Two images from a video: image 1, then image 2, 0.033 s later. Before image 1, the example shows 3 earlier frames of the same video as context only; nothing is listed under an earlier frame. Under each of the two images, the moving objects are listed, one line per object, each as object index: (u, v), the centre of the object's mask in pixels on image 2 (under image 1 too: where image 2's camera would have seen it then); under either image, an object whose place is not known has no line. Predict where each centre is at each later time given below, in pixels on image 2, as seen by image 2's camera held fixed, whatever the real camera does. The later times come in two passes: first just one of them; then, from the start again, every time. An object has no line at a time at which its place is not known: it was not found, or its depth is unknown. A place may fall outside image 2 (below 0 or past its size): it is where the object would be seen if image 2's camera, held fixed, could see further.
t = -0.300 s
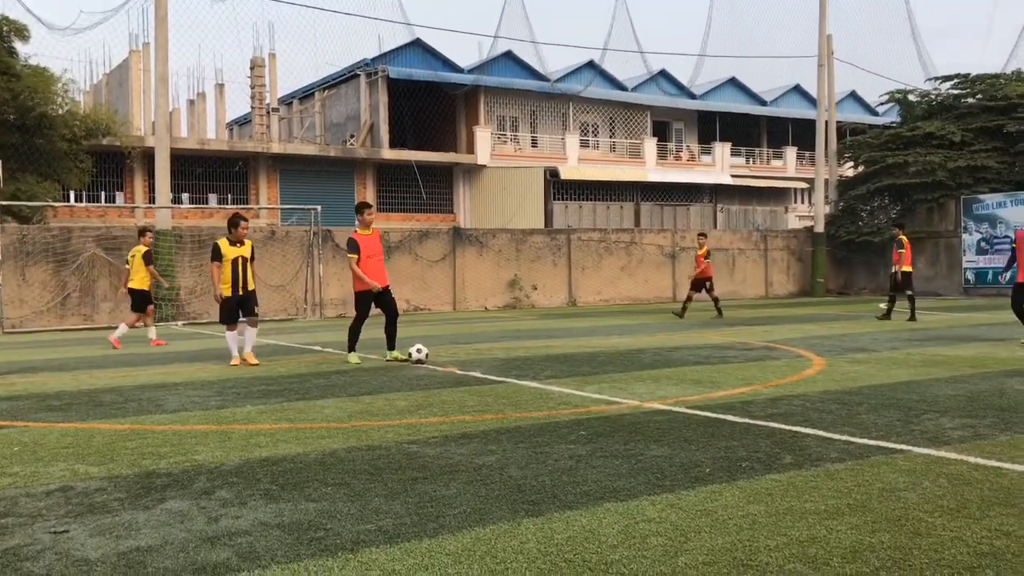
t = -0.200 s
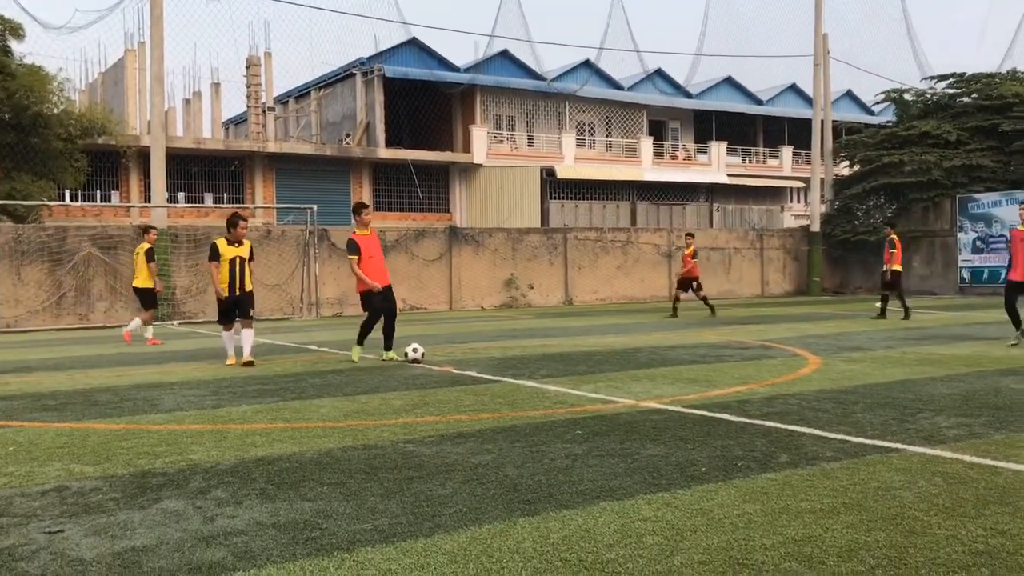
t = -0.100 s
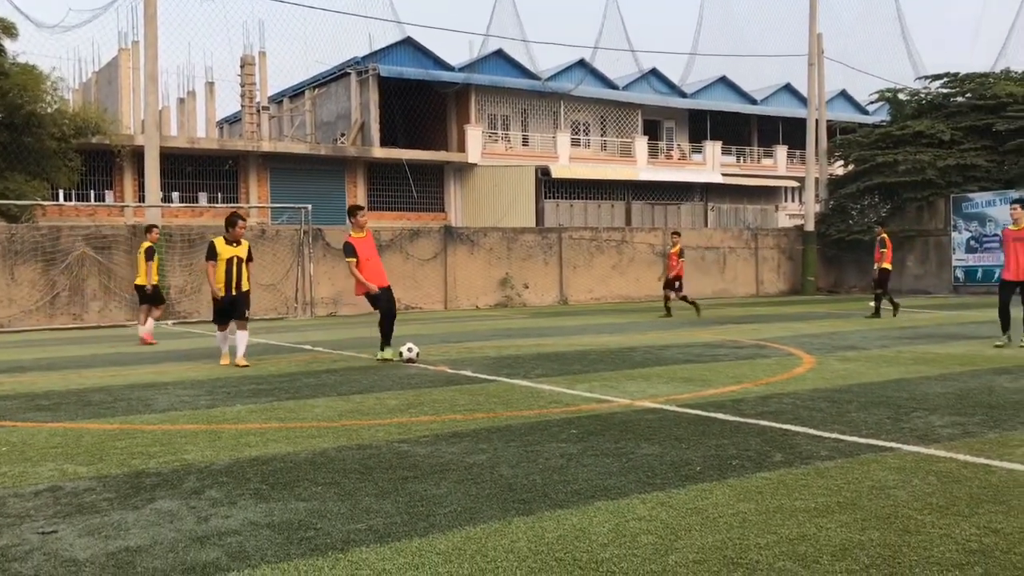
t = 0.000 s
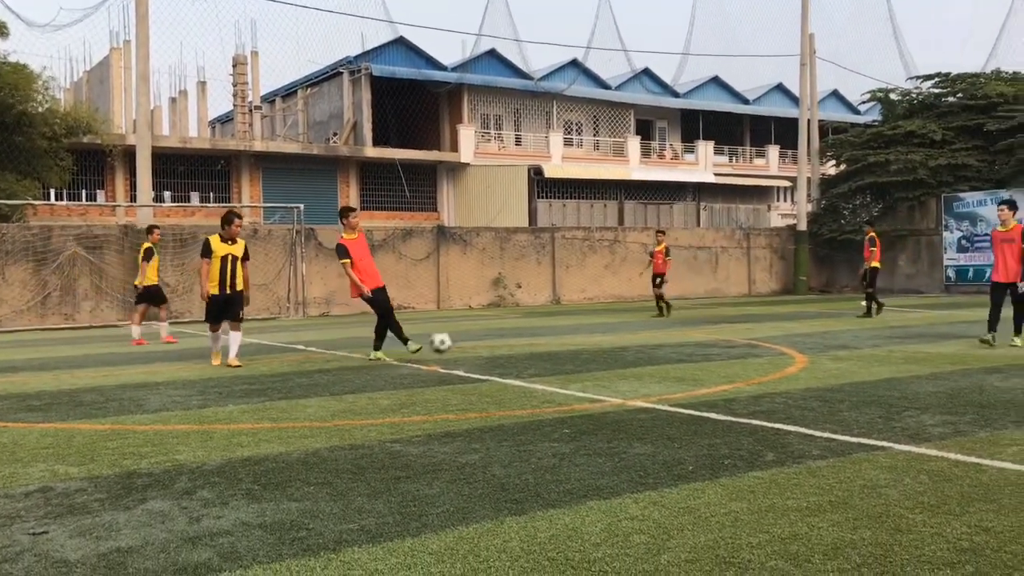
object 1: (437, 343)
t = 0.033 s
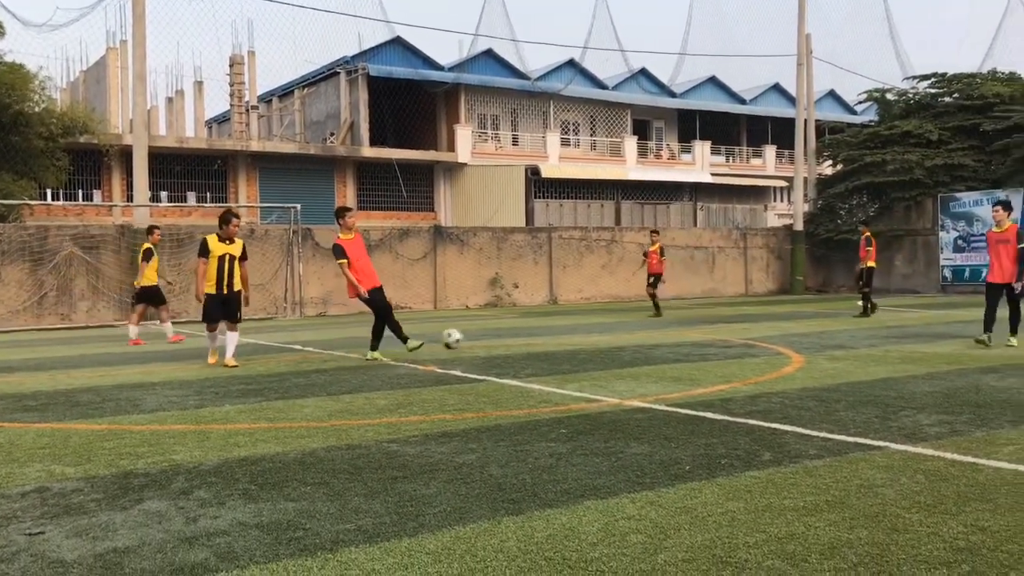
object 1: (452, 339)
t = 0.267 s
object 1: (553, 341)
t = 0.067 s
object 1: (467, 336)
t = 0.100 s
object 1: (481, 334)
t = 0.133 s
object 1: (494, 333)
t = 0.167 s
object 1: (509, 333)
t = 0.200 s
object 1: (523, 335)
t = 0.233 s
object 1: (538, 337)
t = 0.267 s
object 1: (553, 341)
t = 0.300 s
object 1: (567, 345)
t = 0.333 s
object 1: (582, 351)
